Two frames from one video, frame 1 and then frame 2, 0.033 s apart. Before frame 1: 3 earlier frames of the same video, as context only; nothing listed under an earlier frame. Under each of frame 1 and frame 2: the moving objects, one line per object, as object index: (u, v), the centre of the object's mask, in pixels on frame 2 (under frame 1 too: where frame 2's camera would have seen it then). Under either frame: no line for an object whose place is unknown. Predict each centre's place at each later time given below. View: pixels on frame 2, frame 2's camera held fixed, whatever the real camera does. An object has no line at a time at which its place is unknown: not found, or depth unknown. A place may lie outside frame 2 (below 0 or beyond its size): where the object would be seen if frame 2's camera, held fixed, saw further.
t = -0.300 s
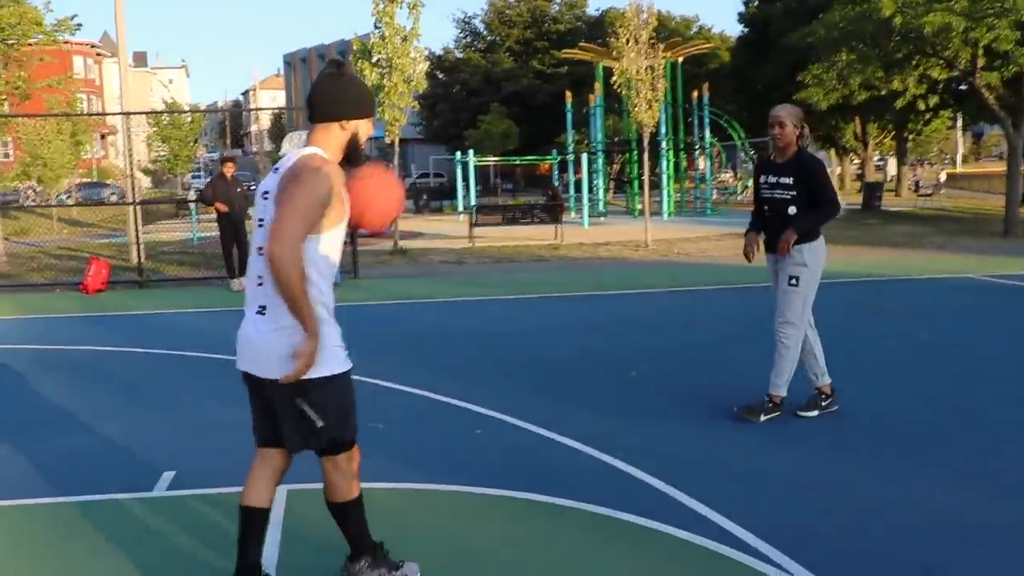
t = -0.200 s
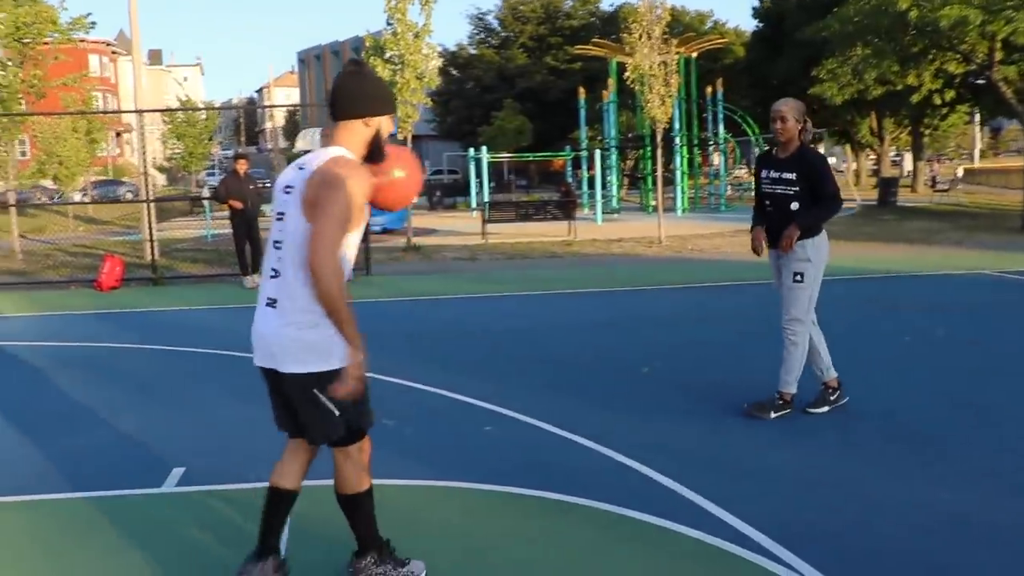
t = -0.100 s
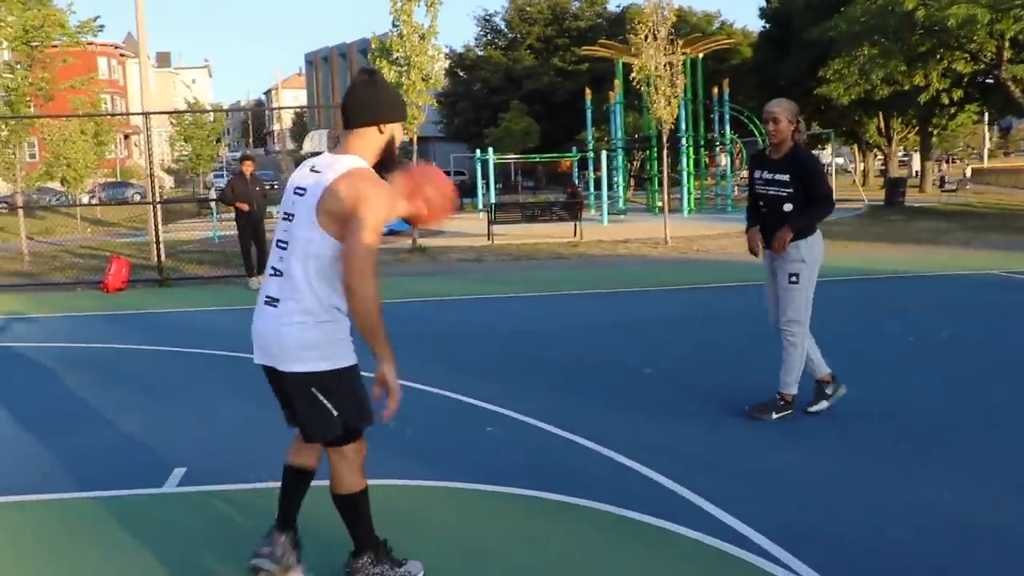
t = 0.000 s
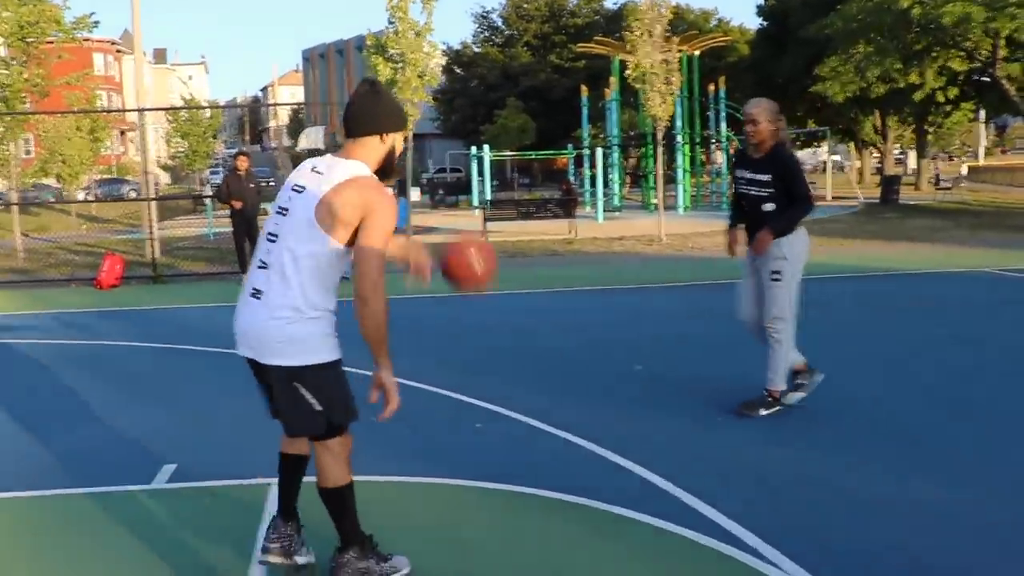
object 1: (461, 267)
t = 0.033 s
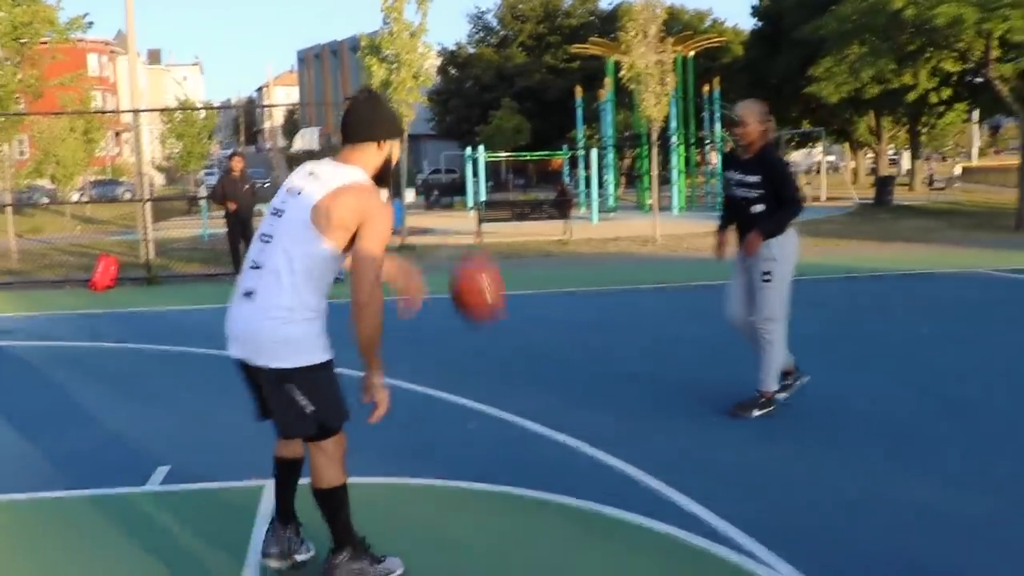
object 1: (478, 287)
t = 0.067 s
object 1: (494, 315)
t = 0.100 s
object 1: (508, 345)
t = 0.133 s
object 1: (523, 377)
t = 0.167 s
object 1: (536, 405)
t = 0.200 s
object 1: (549, 433)
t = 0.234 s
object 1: (555, 409)
